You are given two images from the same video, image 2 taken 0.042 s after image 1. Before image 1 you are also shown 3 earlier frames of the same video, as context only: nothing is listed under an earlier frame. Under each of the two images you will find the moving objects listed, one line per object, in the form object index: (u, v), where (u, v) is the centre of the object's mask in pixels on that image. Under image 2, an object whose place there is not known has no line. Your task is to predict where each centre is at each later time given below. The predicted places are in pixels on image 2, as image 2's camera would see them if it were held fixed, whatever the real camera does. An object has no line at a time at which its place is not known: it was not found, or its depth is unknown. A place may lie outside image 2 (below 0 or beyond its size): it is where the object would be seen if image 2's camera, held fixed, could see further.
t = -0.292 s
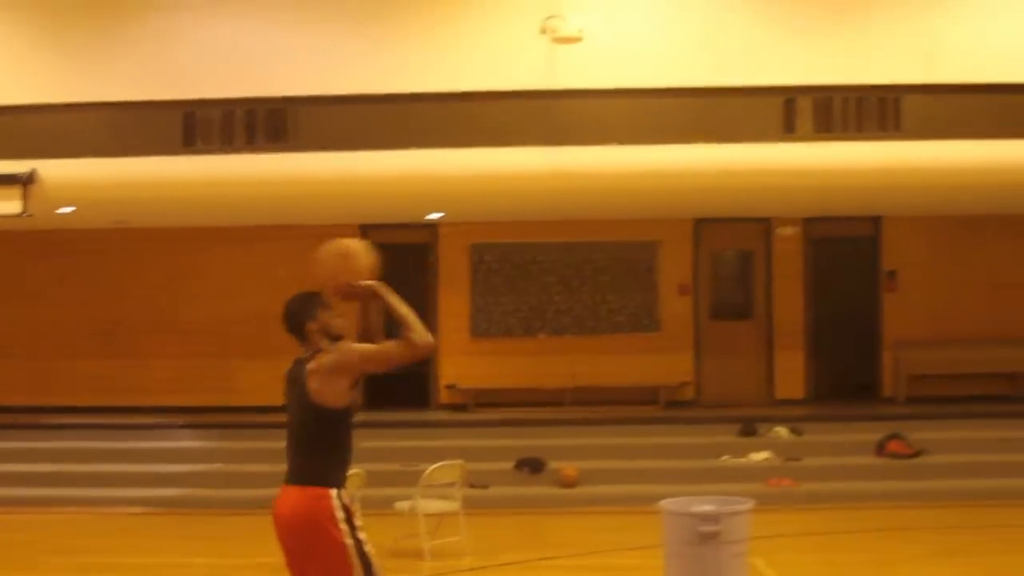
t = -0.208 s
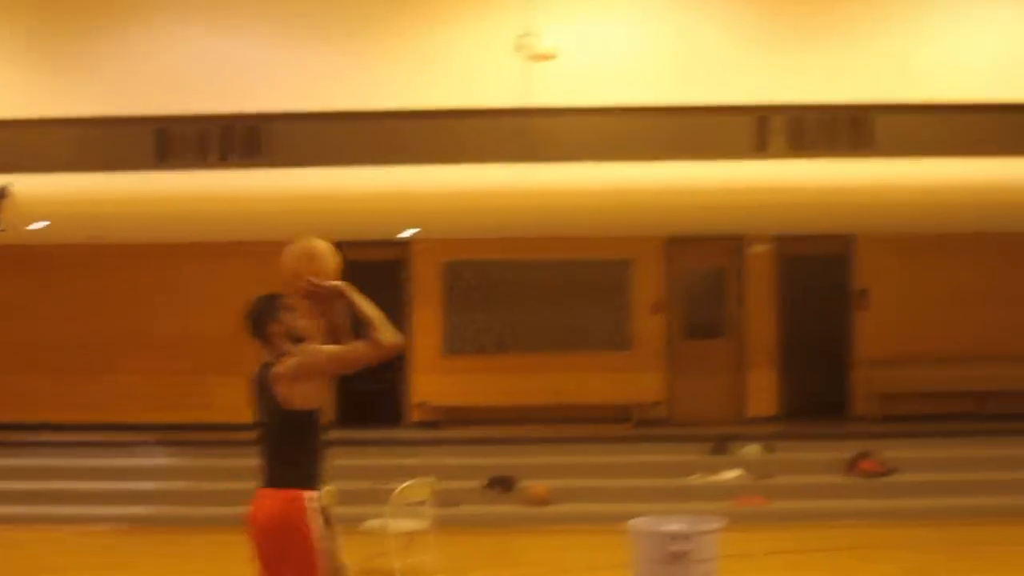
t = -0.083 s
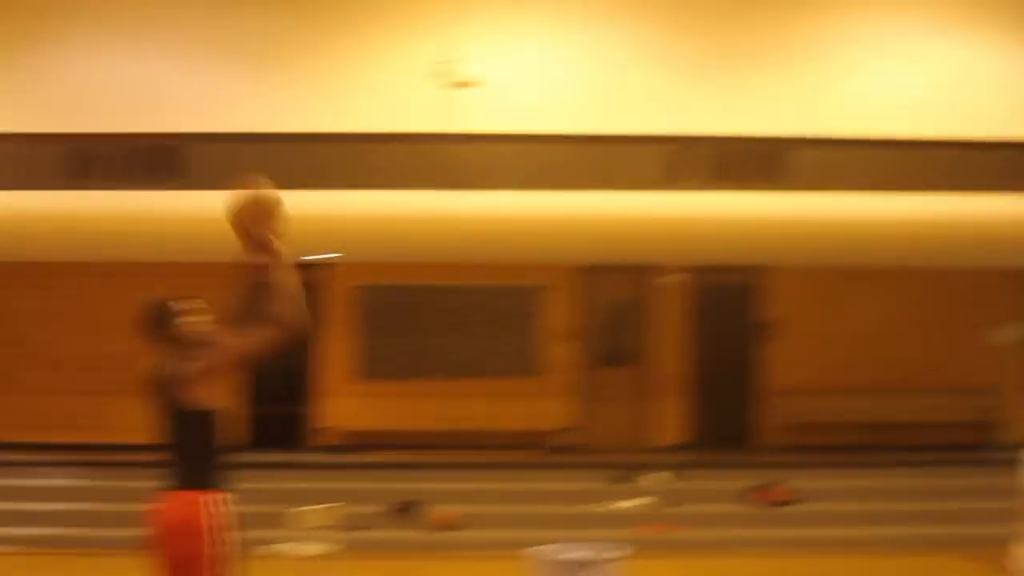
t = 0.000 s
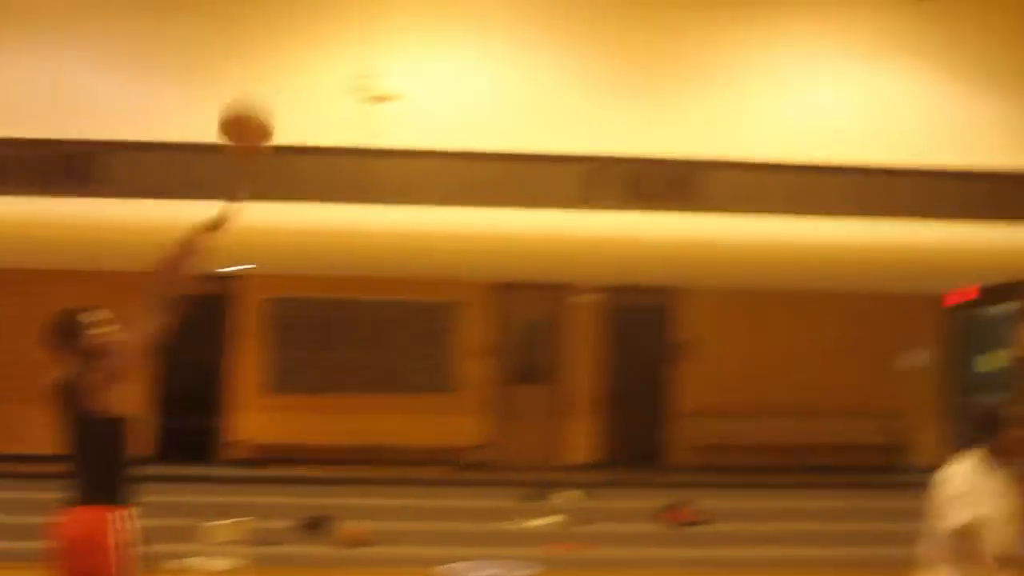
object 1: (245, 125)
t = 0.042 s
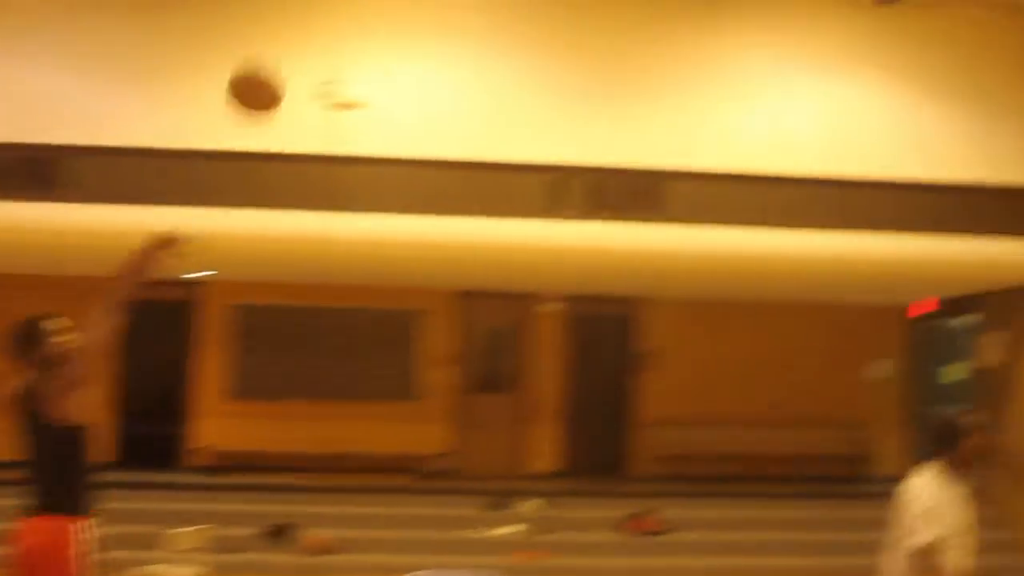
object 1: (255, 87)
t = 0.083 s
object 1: (299, 50)
